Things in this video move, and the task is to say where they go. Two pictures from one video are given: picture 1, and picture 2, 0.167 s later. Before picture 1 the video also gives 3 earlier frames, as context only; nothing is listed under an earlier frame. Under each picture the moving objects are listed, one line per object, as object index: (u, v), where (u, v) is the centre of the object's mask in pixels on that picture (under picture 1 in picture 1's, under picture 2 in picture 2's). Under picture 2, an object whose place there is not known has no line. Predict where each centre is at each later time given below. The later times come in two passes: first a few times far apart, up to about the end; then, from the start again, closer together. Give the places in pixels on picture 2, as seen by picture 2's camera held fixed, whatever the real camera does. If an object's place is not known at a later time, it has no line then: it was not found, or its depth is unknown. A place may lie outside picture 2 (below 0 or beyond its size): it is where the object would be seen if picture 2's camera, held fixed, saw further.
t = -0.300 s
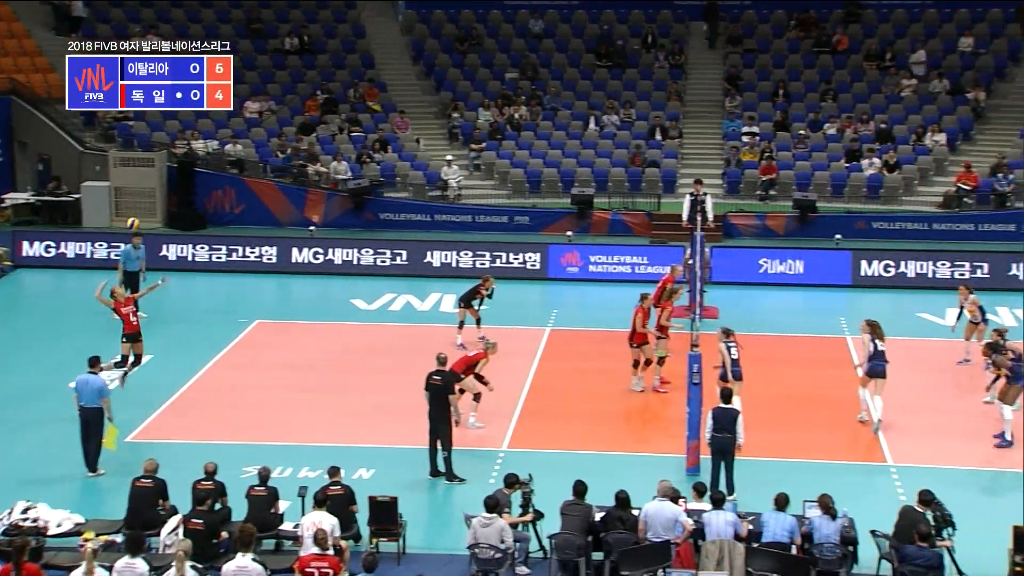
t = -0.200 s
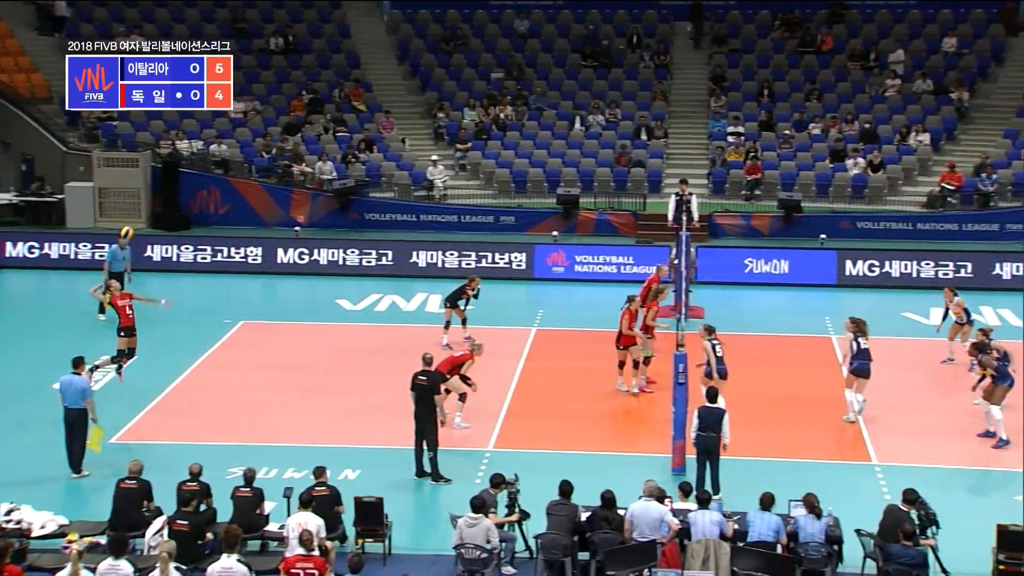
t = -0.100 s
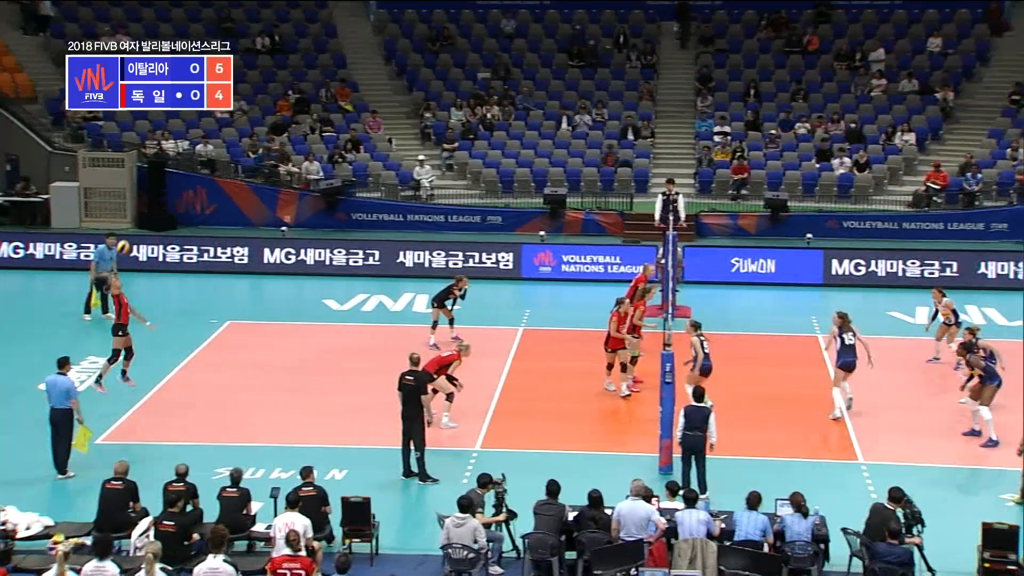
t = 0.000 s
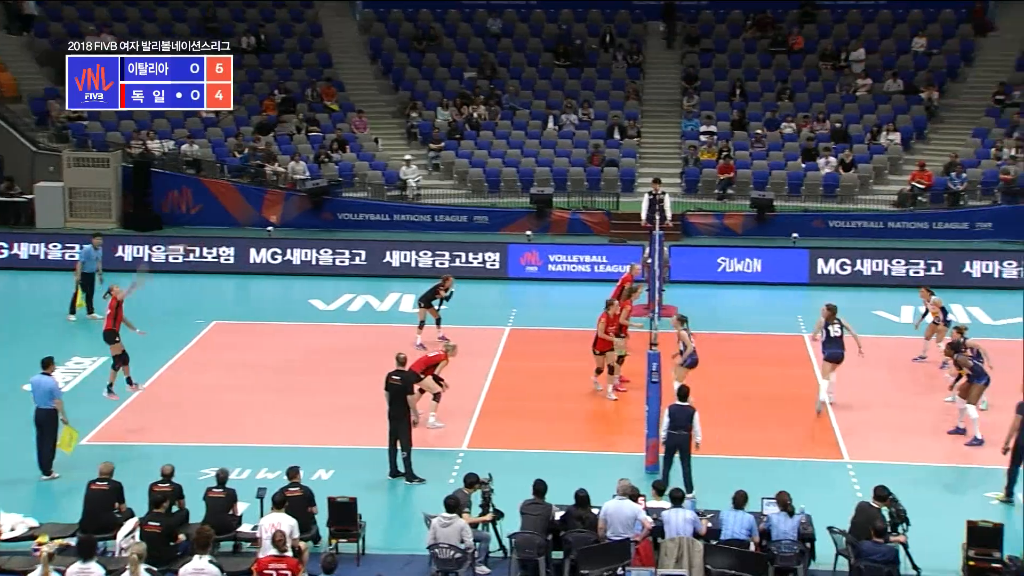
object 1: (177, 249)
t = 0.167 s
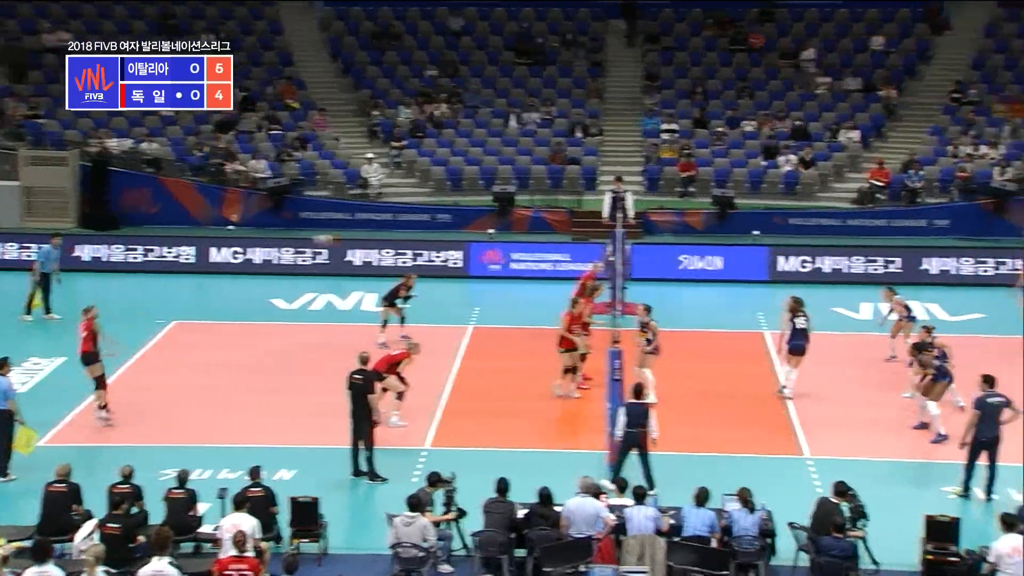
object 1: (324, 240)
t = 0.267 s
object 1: (430, 240)
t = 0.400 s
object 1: (565, 248)
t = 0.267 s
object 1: (430, 240)
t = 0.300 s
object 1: (464, 242)
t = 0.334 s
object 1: (498, 243)
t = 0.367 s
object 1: (532, 245)
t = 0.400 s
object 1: (565, 248)
